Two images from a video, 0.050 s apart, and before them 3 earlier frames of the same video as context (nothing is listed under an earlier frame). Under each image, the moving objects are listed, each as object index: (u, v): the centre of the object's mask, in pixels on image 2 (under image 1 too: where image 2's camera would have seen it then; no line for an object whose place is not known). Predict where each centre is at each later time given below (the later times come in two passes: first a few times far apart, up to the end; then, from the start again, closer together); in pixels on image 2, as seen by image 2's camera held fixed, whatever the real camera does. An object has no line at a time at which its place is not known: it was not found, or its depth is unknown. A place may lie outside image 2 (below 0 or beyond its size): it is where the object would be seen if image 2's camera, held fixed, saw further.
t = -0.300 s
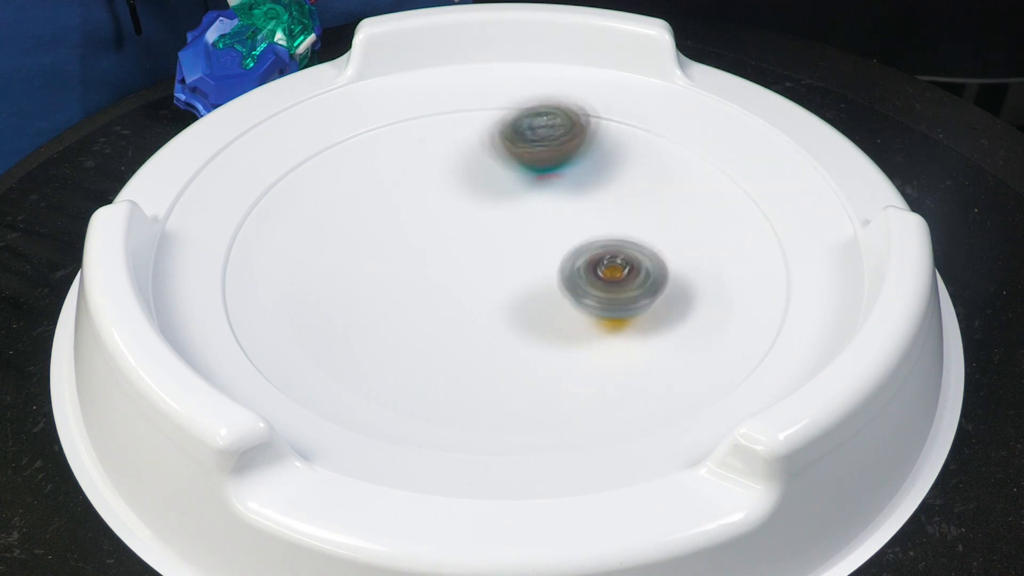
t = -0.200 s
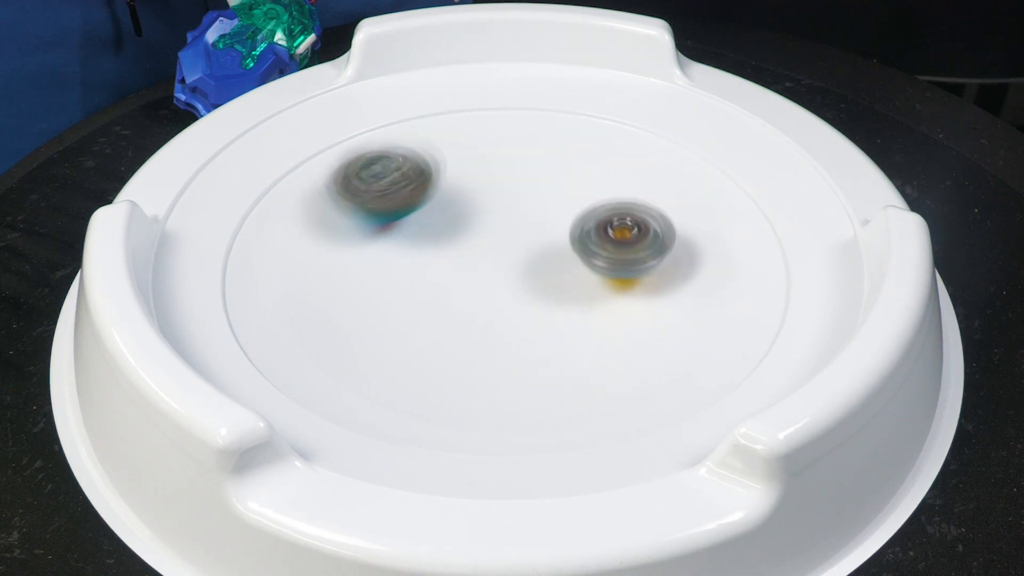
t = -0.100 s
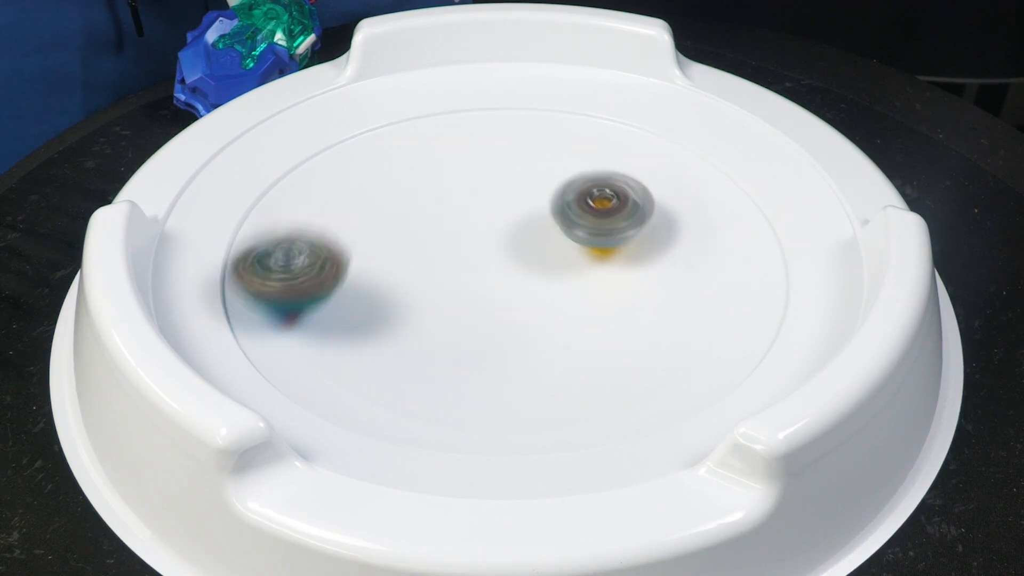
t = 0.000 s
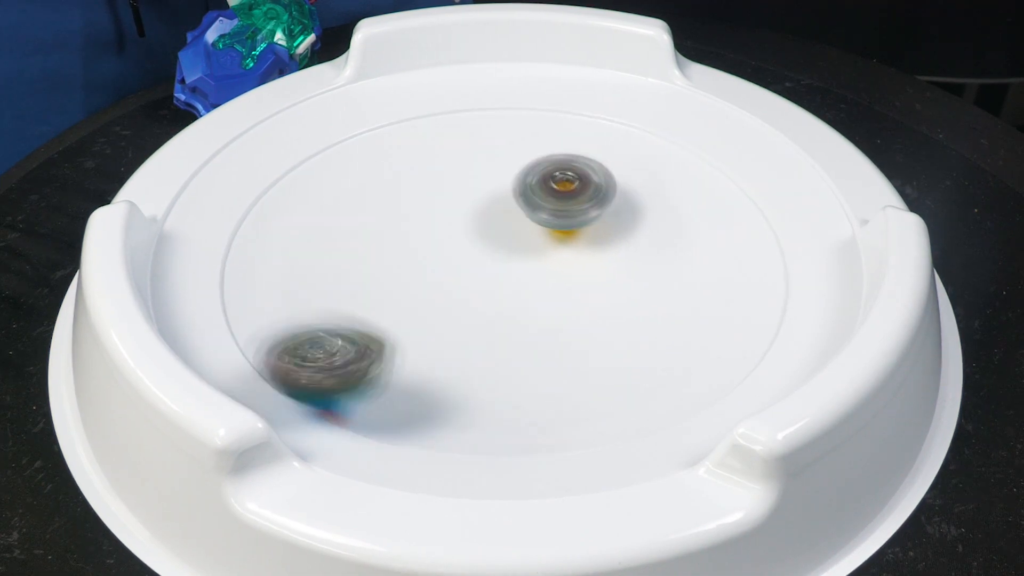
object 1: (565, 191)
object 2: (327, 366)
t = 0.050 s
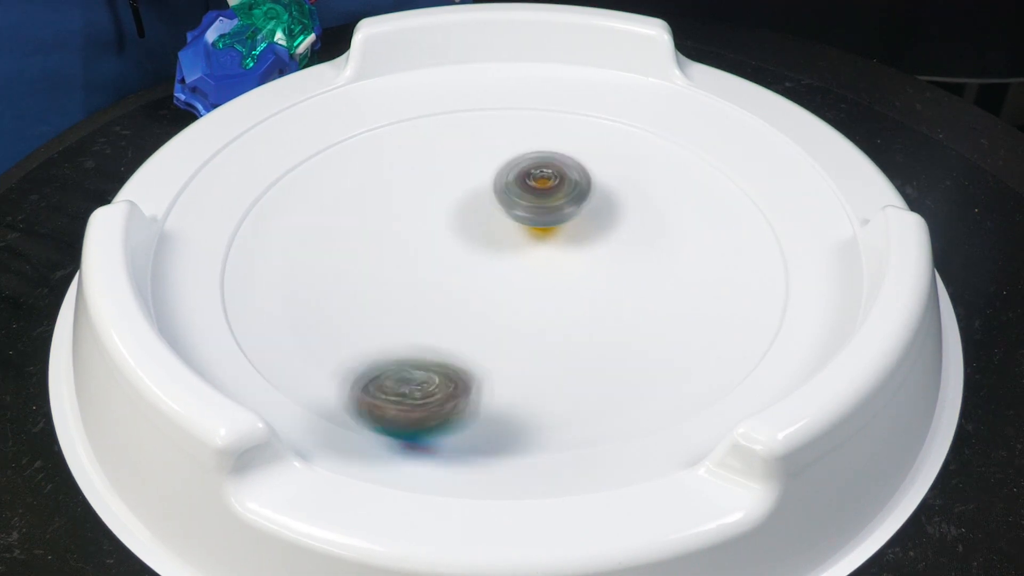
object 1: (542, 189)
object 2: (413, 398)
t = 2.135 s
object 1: (468, 236)
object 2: (632, 108)
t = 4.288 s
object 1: (514, 262)
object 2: (325, 159)
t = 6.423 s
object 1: (516, 253)
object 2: (286, 240)
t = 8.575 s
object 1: (508, 254)
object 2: (331, 291)
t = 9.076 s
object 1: (508, 258)
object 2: (659, 166)
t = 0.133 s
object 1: (506, 193)
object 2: (584, 400)
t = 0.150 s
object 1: (500, 196)
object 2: (614, 393)
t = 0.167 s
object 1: (493, 198)
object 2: (640, 384)
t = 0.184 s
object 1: (487, 201)
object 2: (663, 372)
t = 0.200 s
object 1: (482, 204)
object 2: (683, 358)
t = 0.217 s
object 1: (477, 208)
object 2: (698, 343)
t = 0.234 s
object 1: (472, 213)
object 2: (708, 328)
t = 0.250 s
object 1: (468, 217)
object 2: (714, 311)
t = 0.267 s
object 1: (465, 222)
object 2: (715, 296)
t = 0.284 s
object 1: (462, 227)
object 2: (713, 281)
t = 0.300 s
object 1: (461, 232)
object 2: (707, 265)
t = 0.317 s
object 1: (460, 237)
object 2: (699, 251)
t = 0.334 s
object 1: (460, 243)
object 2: (688, 235)
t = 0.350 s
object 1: (461, 248)
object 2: (674, 223)
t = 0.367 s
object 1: (462, 253)
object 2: (656, 208)
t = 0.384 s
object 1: (464, 258)
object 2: (637, 197)
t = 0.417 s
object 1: (471, 267)
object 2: (593, 175)
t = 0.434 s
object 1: (475, 271)
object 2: (573, 166)
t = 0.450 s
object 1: (480, 275)
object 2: (548, 159)
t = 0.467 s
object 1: (486, 278)
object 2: (523, 152)
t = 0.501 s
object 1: (498, 283)
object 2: (470, 143)
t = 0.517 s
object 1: (505, 285)
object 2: (444, 141)
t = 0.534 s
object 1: (511, 287)
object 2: (418, 139)
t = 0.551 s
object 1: (519, 288)
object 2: (393, 140)
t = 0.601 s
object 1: (539, 288)
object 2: (316, 148)
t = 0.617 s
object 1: (546, 287)
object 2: (293, 152)
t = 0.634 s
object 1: (552, 286)
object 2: (271, 159)
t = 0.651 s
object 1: (558, 285)
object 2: (258, 172)
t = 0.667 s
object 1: (564, 283)
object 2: (252, 189)
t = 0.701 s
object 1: (573, 279)
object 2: (241, 223)
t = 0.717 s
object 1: (576, 277)
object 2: (235, 239)
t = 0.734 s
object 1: (579, 274)
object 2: (234, 254)
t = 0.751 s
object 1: (582, 271)
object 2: (239, 273)
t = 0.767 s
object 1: (584, 268)
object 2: (247, 291)
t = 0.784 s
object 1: (585, 265)
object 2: (257, 308)
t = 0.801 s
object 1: (586, 262)
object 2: (272, 322)
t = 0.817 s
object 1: (586, 259)
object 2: (290, 336)
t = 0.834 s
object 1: (585, 256)
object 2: (314, 347)
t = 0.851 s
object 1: (584, 253)
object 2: (340, 359)
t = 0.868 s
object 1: (583, 250)
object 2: (369, 366)
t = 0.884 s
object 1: (581, 248)
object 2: (397, 371)
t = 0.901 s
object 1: (578, 245)
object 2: (426, 373)
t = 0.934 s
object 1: (572, 241)
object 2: (486, 370)
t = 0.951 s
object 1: (568, 239)
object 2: (516, 365)
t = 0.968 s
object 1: (563, 238)
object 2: (544, 357)
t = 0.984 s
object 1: (558, 237)
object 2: (569, 349)
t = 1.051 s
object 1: (537, 235)
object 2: (638, 291)
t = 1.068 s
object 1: (531, 235)
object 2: (648, 275)
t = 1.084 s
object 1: (525, 236)
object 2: (653, 257)
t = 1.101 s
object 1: (519, 237)
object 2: (657, 241)
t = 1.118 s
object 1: (515, 238)
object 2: (657, 224)
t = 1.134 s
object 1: (509, 239)
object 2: (656, 207)
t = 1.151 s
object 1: (504, 240)
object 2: (649, 190)
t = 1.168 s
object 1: (498, 242)
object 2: (643, 173)
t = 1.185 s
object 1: (494, 245)
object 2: (633, 159)
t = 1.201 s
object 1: (490, 247)
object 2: (620, 144)
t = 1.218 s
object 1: (485, 250)
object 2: (607, 130)
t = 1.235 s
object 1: (481, 253)
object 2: (590, 117)
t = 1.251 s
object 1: (478, 256)
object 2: (575, 105)
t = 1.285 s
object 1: (473, 262)
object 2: (540, 84)
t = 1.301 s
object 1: (472, 265)
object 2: (520, 77)
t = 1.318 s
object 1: (471, 269)
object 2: (501, 76)
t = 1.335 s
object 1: (471, 272)
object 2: (480, 80)
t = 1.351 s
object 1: (471, 275)
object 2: (458, 85)
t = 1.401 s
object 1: (476, 284)
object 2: (396, 94)
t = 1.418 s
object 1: (478, 286)
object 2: (377, 99)
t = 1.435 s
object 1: (481, 288)
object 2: (361, 108)
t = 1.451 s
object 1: (484, 290)
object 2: (343, 117)
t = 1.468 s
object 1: (488, 292)
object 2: (327, 128)
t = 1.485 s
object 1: (492, 293)
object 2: (315, 141)
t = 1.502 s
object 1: (496, 294)
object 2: (305, 154)
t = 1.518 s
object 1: (500, 295)
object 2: (299, 170)
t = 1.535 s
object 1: (504, 295)
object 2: (295, 186)
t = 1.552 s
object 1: (509, 296)
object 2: (297, 204)
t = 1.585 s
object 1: (518, 295)
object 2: (307, 235)
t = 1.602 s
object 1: (522, 294)
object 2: (321, 254)
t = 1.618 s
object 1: (526, 293)
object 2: (332, 268)
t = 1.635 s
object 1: (530, 291)
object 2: (348, 281)
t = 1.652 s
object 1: (533, 289)
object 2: (367, 295)
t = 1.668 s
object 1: (536, 287)
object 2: (391, 307)
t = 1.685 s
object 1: (539, 285)
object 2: (414, 317)
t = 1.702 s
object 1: (541, 282)
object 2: (439, 324)
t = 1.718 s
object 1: (543, 278)
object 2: (465, 329)
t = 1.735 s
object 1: (545, 274)
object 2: (491, 333)
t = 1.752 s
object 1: (546, 268)
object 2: (519, 334)
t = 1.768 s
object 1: (547, 264)
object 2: (546, 335)
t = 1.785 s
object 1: (548, 260)
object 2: (575, 334)
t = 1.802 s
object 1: (548, 257)
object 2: (599, 330)
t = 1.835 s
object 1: (546, 249)
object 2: (649, 313)
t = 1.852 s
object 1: (544, 245)
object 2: (672, 303)
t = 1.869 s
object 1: (541, 242)
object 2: (691, 291)
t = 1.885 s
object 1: (538, 240)
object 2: (708, 277)
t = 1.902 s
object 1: (534, 237)
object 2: (723, 264)
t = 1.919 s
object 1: (530, 235)
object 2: (737, 249)
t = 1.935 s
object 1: (525, 234)
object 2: (745, 236)
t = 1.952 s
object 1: (520, 232)
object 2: (751, 220)
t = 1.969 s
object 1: (515, 231)
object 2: (755, 207)
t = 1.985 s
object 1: (510, 230)
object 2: (756, 191)
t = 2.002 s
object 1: (505, 229)
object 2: (753, 177)
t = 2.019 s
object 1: (500, 229)
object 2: (747, 164)
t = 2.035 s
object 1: (495, 229)
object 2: (735, 152)
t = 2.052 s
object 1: (490, 230)
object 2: (721, 143)
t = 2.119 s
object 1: (472, 234)
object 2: (653, 112)
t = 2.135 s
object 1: (468, 236)
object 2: (632, 108)
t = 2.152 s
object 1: (464, 237)
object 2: (609, 107)
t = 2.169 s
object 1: (461, 239)
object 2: (589, 106)
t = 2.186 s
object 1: (458, 241)
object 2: (568, 107)
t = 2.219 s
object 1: (454, 246)
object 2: (527, 116)
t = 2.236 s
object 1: (453, 248)
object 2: (507, 121)
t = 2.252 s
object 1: (453, 251)
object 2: (487, 129)
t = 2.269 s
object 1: (453, 253)
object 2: (467, 138)
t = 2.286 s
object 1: (454, 255)
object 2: (449, 146)
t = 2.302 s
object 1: (455, 257)
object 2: (431, 158)
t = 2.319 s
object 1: (458, 260)
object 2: (414, 171)
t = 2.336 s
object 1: (461, 262)
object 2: (401, 183)
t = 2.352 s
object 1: (465, 264)
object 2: (386, 196)
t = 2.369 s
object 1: (469, 265)
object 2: (375, 211)
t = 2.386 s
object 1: (473, 267)
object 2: (367, 228)
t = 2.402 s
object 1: (477, 268)
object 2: (361, 242)
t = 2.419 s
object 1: (482, 269)
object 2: (357, 256)
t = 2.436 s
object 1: (487, 268)
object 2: (356, 272)
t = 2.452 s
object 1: (492, 268)
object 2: (359, 289)
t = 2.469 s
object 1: (496, 267)
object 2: (364, 304)
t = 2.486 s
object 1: (500, 266)
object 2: (372, 318)
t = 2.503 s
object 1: (505, 265)
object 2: (384, 332)
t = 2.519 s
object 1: (508, 263)
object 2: (397, 345)
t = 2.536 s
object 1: (512, 261)
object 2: (413, 357)
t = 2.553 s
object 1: (514, 259)
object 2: (431, 367)
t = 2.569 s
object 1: (517, 257)
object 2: (455, 376)
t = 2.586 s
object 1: (518, 255)
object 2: (477, 383)
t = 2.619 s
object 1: (521, 251)
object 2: (527, 392)
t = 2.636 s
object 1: (522, 248)
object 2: (551, 394)
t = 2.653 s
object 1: (522, 246)
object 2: (578, 394)
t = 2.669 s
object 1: (521, 244)
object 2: (602, 391)
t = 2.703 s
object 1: (520, 240)
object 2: (653, 380)
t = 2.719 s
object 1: (519, 238)
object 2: (675, 372)
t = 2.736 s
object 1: (517, 236)
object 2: (696, 361)
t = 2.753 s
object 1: (515, 234)
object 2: (713, 349)
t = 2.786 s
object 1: (512, 232)
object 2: (740, 323)
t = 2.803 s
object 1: (509, 231)
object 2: (748, 308)
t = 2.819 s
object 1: (507, 231)
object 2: (752, 296)
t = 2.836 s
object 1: (505, 231)
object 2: (753, 280)
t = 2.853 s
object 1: (502, 231)
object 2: (752, 266)
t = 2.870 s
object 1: (500, 231)
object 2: (747, 254)
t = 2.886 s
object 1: (498, 232)
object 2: (741, 242)
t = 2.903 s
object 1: (496, 233)
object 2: (731, 230)
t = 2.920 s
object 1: (494, 234)
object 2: (718, 219)
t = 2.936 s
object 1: (492, 236)
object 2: (706, 208)
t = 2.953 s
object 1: (491, 237)
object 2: (692, 198)
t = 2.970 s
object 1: (490, 239)
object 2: (675, 189)
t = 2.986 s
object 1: (490, 241)
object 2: (658, 181)
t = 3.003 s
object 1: (490, 242)
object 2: (639, 173)
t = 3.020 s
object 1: (491, 244)
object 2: (617, 166)
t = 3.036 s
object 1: (493, 246)
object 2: (598, 161)
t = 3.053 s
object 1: (495, 247)
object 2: (577, 157)
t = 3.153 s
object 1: (510, 254)
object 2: (443, 148)
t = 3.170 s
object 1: (513, 255)
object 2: (422, 150)
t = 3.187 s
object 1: (516, 255)
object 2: (400, 154)
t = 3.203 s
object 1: (519, 254)
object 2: (378, 158)
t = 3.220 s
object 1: (521, 254)
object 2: (358, 163)
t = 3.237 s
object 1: (523, 253)
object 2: (339, 168)
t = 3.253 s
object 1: (526, 253)
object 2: (320, 176)
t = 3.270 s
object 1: (528, 252)
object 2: (303, 184)
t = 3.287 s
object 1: (530, 251)
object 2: (288, 192)
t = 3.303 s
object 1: (531, 249)
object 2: (275, 202)
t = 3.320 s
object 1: (531, 248)
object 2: (262, 211)
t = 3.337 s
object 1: (531, 247)
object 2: (253, 224)
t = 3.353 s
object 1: (531, 246)
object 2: (245, 237)
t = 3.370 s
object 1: (530, 245)
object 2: (242, 248)
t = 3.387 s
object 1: (529, 244)
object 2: (239, 263)
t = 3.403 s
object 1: (527, 244)
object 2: (241, 277)
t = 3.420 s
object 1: (526, 243)
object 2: (246, 292)
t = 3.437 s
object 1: (524, 242)
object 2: (254, 307)
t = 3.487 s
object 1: (520, 242)
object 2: (299, 345)
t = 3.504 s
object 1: (520, 242)
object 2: (320, 355)
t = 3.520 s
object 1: (519, 242)
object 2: (342, 362)
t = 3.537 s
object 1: (519, 243)
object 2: (369, 370)
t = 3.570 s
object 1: (518, 246)
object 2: (419, 377)
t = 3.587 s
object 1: (518, 247)
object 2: (446, 378)
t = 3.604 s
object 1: (517, 249)
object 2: (470, 378)
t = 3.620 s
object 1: (517, 251)
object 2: (498, 376)
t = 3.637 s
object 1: (516, 252)
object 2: (524, 371)
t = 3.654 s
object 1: (516, 254)
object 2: (547, 366)
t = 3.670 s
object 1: (516, 255)
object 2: (570, 358)
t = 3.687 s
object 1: (517, 256)
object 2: (590, 348)
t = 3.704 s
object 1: (518, 257)
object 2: (609, 338)
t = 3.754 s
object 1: (520, 259)
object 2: (649, 300)
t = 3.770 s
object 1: (521, 260)
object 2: (660, 287)
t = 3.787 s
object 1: (521, 260)
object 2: (667, 273)
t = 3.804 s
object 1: (522, 260)
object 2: (672, 258)
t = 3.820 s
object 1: (523, 260)
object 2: (675, 244)
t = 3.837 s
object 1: (524, 260)
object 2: (676, 230)
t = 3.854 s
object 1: (525, 260)
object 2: (674, 216)
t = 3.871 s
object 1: (526, 260)
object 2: (672, 201)
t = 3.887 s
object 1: (526, 259)
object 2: (665, 187)
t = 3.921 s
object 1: (528, 259)
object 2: (651, 161)
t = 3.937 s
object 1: (529, 259)
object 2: (640, 148)
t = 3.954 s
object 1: (529, 259)
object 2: (628, 136)
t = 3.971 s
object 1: (529, 259)
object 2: (615, 126)
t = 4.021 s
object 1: (528, 259)
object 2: (574, 99)
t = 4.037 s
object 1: (527, 260)
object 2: (557, 91)
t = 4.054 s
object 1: (526, 260)
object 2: (541, 86)
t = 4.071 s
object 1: (525, 261)
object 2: (524, 80)
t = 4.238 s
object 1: (516, 262)
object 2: (353, 124)
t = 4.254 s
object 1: (515, 262)
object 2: (343, 133)
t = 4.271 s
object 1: (515, 262)
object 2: (332, 146)
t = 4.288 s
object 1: (514, 262)
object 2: (325, 159)
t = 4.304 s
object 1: (513, 262)
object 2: (320, 173)
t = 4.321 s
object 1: (512, 262)
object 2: (316, 186)
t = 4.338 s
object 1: (512, 263)
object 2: (316, 200)
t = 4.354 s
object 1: (511, 263)
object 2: (316, 216)
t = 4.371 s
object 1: (510, 263)
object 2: (320, 233)
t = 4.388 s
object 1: (510, 263)
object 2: (326, 246)
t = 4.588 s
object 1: (509, 264)
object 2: (544, 348)
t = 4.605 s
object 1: (508, 264)
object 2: (569, 347)
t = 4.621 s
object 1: (508, 264)
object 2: (594, 345)
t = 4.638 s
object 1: (507, 264)
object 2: (615, 339)
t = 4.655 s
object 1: (507, 263)
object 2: (638, 334)
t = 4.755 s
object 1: (503, 262)
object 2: (738, 274)
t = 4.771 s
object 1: (503, 262)
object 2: (747, 263)
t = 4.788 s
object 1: (503, 262)
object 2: (754, 249)
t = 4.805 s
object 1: (503, 262)
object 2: (759, 236)
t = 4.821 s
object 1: (502, 262)
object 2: (761, 224)
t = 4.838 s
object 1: (502, 262)
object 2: (760, 213)
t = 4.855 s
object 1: (502, 262)
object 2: (758, 201)
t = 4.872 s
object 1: (502, 262)
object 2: (752, 189)
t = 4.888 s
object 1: (502, 262)
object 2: (744, 177)
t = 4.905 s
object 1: (502, 262)
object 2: (734, 168)
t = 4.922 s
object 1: (501, 262)
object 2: (723, 159)
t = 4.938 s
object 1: (501, 262)
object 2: (710, 151)
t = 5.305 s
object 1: (494, 257)
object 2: (346, 235)
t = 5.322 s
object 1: (494, 257)
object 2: (338, 246)
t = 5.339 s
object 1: (494, 257)
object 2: (332, 257)
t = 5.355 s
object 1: (494, 257)
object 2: (329, 271)
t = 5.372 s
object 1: (494, 257)
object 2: (327, 283)
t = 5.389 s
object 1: (494, 256)
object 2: (327, 295)
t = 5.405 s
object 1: (494, 256)
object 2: (330, 308)
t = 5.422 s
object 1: (494, 256)
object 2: (334, 319)
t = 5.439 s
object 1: (495, 255)
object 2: (342, 331)
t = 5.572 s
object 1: (498, 254)
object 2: (467, 391)
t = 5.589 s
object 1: (498, 254)
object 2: (488, 393)
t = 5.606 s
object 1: (498, 254)
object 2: (510, 393)
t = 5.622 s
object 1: (499, 254)
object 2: (532, 391)
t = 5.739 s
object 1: (501, 252)
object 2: (649, 342)
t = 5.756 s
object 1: (502, 252)
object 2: (658, 331)
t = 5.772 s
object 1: (502, 251)
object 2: (667, 320)
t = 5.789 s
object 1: (503, 251)
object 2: (672, 307)
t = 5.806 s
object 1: (503, 251)
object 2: (675, 295)
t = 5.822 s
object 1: (503, 250)
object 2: (677, 282)
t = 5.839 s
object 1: (504, 250)
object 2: (675, 271)
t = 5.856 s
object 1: (504, 250)
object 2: (673, 259)
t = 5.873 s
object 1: (505, 250)
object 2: (669, 246)
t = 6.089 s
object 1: (509, 251)
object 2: (506, 135)
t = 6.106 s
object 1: (509, 251)
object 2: (488, 132)
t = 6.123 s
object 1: (509, 251)
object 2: (471, 129)
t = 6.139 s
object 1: (510, 251)
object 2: (452, 127)
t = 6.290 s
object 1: (513, 252)
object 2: (315, 154)
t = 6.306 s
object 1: (514, 252)
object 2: (304, 162)
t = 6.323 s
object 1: (514, 253)
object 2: (296, 171)
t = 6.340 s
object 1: (515, 253)
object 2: (289, 181)
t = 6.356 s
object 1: (515, 253)
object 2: (284, 192)
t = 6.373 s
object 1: (515, 253)
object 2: (282, 203)
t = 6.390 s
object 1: (516, 253)
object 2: (281, 215)
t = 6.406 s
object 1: (516, 253)
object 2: (283, 228)
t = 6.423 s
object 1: (516, 253)
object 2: (286, 240)
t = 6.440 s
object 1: (516, 253)
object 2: (293, 251)
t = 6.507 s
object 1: (516, 254)
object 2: (339, 297)
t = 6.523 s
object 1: (516, 255)
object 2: (356, 307)
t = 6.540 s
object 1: (516, 255)
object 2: (375, 316)
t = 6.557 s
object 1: (516, 255)
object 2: (394, 322)
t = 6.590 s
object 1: (516, 255)
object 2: (435, 332)
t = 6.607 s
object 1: (516, 255)
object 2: (455, 336)
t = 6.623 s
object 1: (515, 256)
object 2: (475, 338)
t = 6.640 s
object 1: (515, 255)
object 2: (499, 339)
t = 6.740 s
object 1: (515, 256)
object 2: (616, 311)
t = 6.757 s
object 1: (515, 257)
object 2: (635, 303)
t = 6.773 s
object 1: (514, 257)
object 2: (649, 295)
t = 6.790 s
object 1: (514, 258)
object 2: (664, 285)
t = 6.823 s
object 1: (513, 258)
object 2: (685, 263)
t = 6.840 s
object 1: (513, 258)
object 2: (694, 251)
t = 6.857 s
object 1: (512, 258)
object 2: (701, 239)
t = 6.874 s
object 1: (511, 259)
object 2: (706, 226)
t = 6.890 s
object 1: (511, 259)
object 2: (708, 215)
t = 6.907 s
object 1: (510, 259)
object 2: (709, 203)
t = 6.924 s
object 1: (509, 259)
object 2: (707, 192)
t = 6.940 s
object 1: (509, 259)
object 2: (705, 181)
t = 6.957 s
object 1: (509, 259)
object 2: (701, 171)
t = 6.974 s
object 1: (508, 260)
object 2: (696, 162)
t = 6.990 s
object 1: (508, 260)
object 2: (688, 152)
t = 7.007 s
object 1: (508, 260)
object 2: (681, 143)
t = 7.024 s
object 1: (508, 260)
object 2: (670, 136)
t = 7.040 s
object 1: (508, 260)
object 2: (660, 130)
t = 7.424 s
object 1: (504, 262)
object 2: (369, 249)
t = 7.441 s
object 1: (504, 262)
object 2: (368, 260)
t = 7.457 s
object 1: (504, 262)
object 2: (368, 272)
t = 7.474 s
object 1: (504, 262)
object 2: (370, 283)
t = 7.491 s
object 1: (504, 262)
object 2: (372, 295)
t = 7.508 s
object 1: (504, 262)
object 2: (377, 305)
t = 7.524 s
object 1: (504, 261)
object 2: (385, 315)
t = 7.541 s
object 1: (504, 261)
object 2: (393, 326)
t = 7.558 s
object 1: (504, 261)
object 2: (404, 335)
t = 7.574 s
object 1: (503, 261)
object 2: (415, 343)
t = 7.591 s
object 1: (504, 261)
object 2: (428, 351)
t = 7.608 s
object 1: (503, 261)
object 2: (442, 359)
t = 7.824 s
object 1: (503, 258)
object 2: (660, 333)
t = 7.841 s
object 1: (503, 258)
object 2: (671, 324)
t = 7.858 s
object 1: (503, 257)
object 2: (677, 314)
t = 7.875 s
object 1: (504, 257)
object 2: (682, 303)
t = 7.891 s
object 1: (504, 257)
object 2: (683, 293)
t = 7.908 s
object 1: (504, 257)
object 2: (685, 283)
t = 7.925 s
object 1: (505, 257)
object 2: (683, 272)
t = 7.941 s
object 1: (504, 256)
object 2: (680, 262)
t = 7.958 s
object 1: (505, 256)
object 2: (675, 250)
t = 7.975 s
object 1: (504, 256)
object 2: (669, 242)
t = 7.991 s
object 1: (505, 256)
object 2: (660, 231)
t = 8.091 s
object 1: (505, 254)
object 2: (591, 187)
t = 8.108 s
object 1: (505, 254)
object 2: (579, 181)
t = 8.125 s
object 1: (505, 254)
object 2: (563, 175)
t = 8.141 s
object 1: (505, 254)
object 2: (548, 171)
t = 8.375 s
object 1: (507, 254)
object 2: (337, 179)
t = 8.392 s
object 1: (507, 254)
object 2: (326, 185)
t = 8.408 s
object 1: (507, 254)
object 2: (317, 193)
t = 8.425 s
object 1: (507, 254)
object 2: (309, 201)
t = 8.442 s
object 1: (508, 254)
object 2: (303, 210)
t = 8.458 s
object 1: (507, 254)
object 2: (300, 219)
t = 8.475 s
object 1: (507, 254)
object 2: (297, 230)
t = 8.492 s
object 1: (507, 254)
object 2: (298, 240)
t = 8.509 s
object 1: (507, 254)
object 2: (300, 251)
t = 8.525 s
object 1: (507, 254)
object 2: (305, 261)
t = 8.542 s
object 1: (507, 254)
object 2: (312, 271)
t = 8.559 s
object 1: (507, 254)
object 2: (321, 282)
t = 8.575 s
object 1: (508, 254)
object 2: (331, 291)
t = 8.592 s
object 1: (508, 254)
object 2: (344, 300)
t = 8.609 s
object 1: (508, 254)
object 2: (358, 308)
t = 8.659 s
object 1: (507, 254)
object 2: (409, 326)
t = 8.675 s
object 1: (508, 254)
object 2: (426, 329)
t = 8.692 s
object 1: (508, 254)
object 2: (447, 333)
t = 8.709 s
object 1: (508, 254)
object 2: (464, 334)
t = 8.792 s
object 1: (508, 255)
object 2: (560, 324)
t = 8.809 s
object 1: (508, 254)
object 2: (575, 318)
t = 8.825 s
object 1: (508, 255)
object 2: (591, 311)
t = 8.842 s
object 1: (509, 255)
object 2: (604, 302)
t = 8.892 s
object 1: (508, 256)
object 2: (641, 277)
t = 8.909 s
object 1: (509, 256)
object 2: (650, 266)
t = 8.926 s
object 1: (508, 256)
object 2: (658, 257)
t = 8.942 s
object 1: (509, 256)
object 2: (664, 246)
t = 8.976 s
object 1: (509, 257)
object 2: (672, 224)
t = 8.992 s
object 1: (508, 257)
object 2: (673, 215)
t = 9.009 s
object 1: (508, 257)
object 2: (675, 203)
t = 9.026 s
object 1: (508, 258)
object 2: (672, 195)
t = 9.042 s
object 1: (508, 258)
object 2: (670, 184)
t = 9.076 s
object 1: (508, 258)
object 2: (659, 166)
